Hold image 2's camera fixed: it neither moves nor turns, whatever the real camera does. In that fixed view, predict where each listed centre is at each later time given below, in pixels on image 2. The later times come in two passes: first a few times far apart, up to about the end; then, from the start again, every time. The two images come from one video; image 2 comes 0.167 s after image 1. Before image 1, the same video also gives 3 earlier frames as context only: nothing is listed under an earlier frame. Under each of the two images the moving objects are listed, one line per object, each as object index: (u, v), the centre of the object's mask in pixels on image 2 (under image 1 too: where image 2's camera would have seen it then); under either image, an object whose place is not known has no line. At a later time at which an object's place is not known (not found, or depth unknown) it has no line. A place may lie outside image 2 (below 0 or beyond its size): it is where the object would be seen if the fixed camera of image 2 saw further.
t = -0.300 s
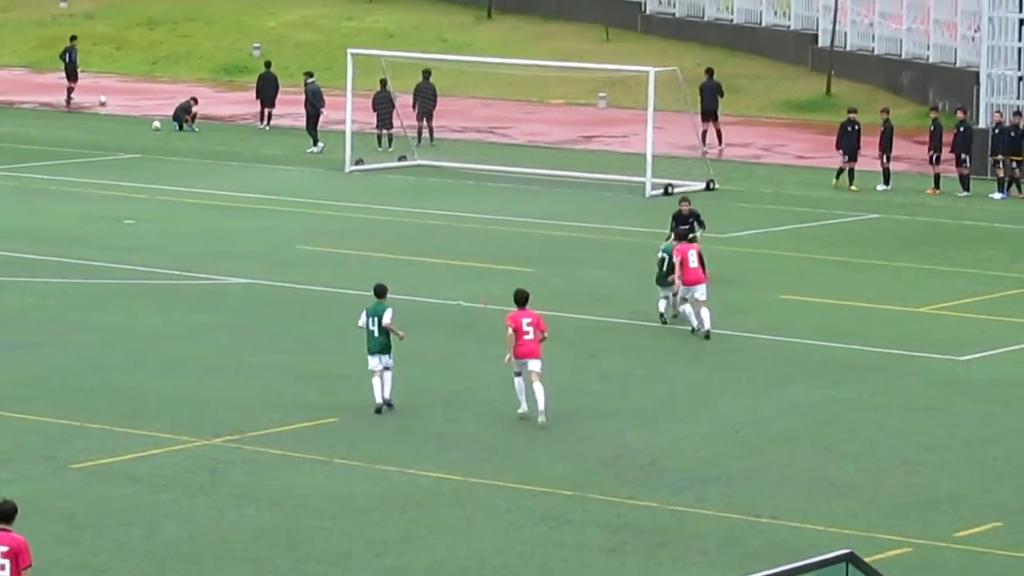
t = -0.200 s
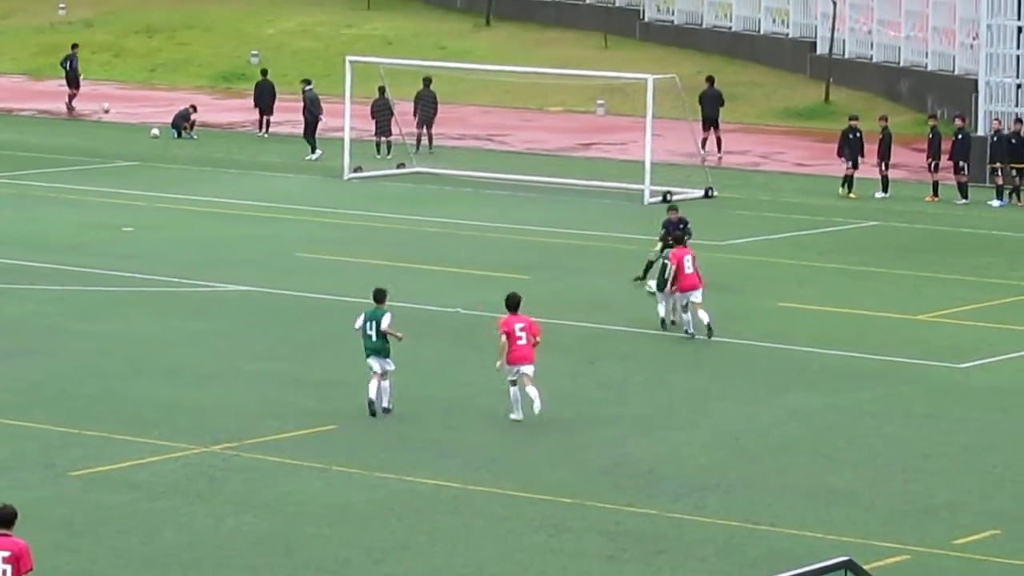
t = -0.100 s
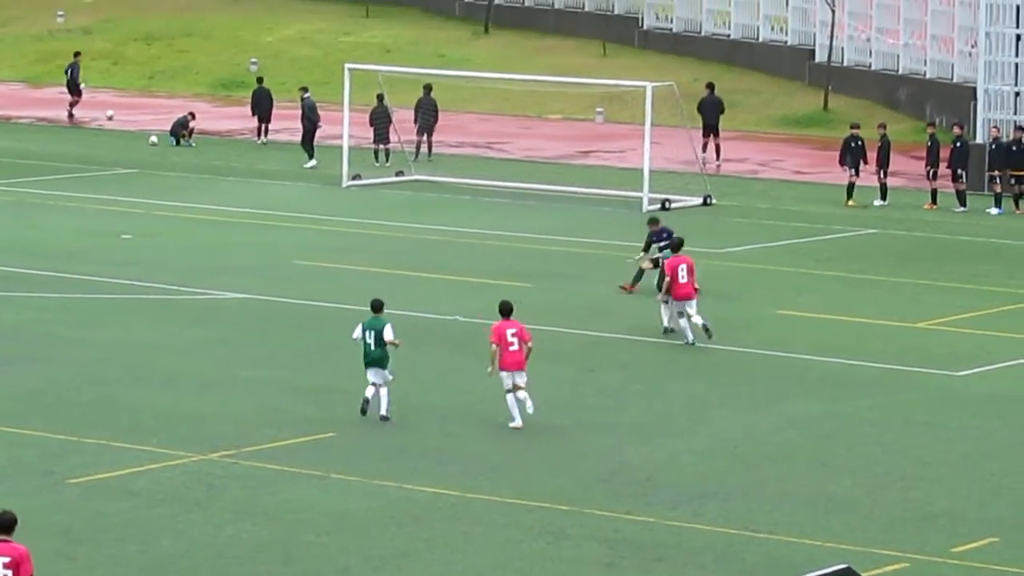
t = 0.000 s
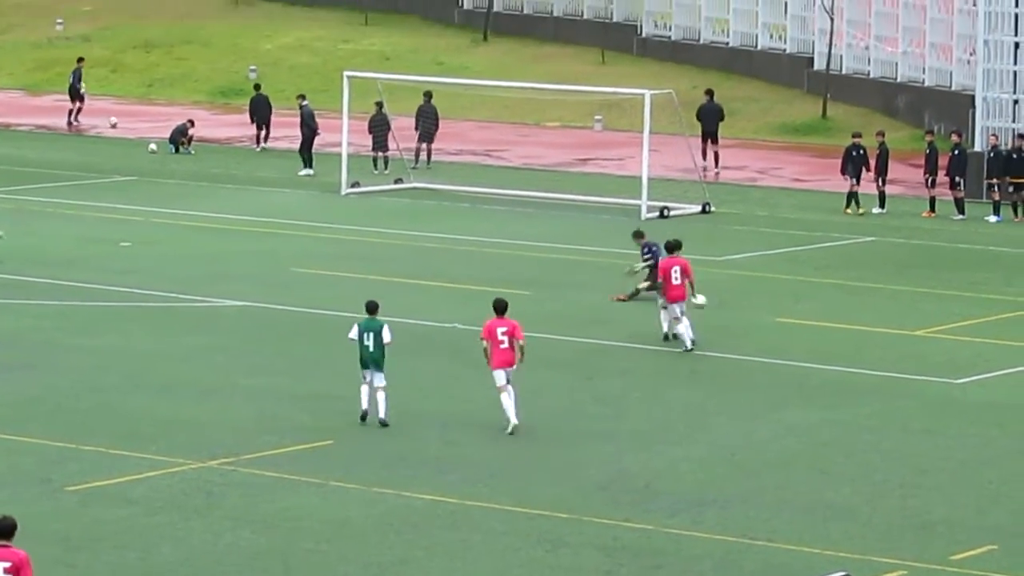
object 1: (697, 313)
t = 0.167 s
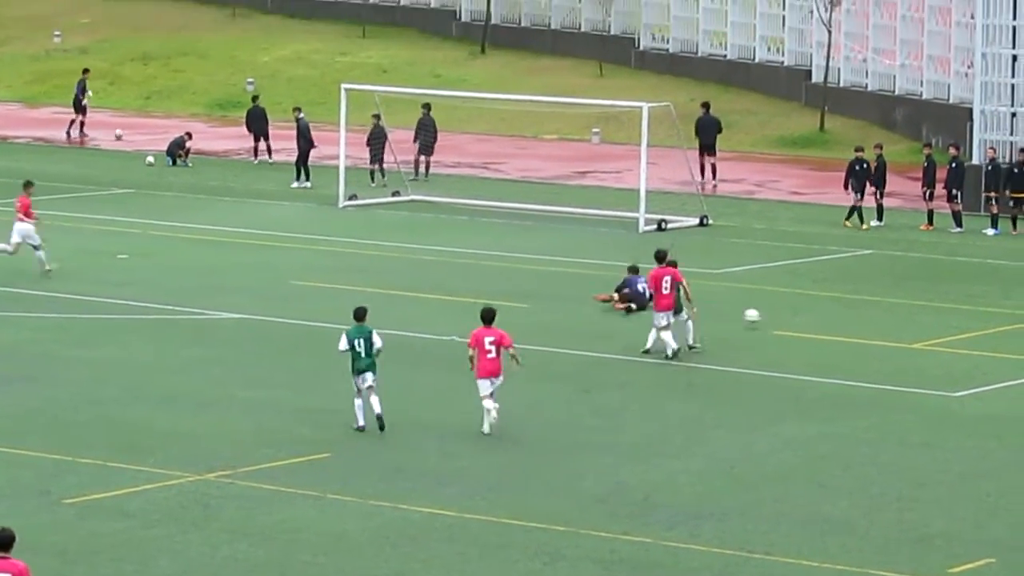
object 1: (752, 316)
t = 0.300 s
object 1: (795, 324)
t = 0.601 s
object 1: (886, 334)
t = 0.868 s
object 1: (957, 344)
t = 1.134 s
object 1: (1016, 350)
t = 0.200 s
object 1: (763, 318)
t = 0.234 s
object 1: (774, 322)
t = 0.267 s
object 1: (785, 324)
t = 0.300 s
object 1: (795, 324)
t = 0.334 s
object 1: (805, 323)
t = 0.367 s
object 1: (816, 325)
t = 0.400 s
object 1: (826, 326)
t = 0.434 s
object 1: (837, 327)
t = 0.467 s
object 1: (848, 330)
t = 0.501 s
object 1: (857, 333)
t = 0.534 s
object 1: (868, 333)
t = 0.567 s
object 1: (877, 333)
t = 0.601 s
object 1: (886, 334)
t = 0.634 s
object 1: (896, 335)
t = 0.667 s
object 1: (905, 338)
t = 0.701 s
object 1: (915, 339)
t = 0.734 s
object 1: (923, 339)
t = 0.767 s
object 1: (932, 339)
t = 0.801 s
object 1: (940, 340)
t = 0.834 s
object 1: (949, 342)
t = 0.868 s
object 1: (957, 344)
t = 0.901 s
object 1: (965, 344)
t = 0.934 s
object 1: (973, 345)
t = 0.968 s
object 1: (981, 346)
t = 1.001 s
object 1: (988, 346)
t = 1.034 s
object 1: (995, 346)
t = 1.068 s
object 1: (1002, 347)
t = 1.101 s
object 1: (1009, 349)
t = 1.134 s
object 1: (1016, 350)
